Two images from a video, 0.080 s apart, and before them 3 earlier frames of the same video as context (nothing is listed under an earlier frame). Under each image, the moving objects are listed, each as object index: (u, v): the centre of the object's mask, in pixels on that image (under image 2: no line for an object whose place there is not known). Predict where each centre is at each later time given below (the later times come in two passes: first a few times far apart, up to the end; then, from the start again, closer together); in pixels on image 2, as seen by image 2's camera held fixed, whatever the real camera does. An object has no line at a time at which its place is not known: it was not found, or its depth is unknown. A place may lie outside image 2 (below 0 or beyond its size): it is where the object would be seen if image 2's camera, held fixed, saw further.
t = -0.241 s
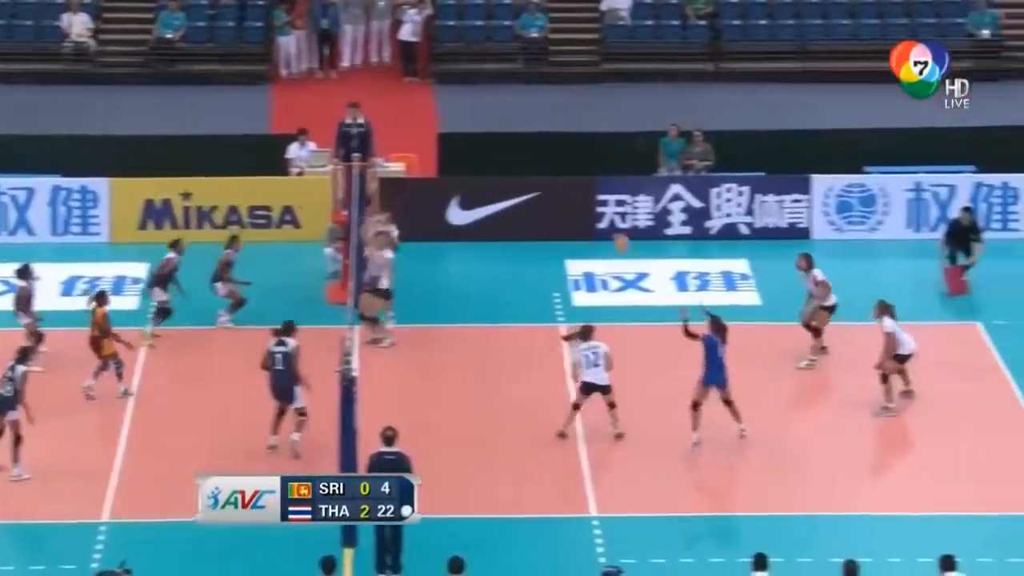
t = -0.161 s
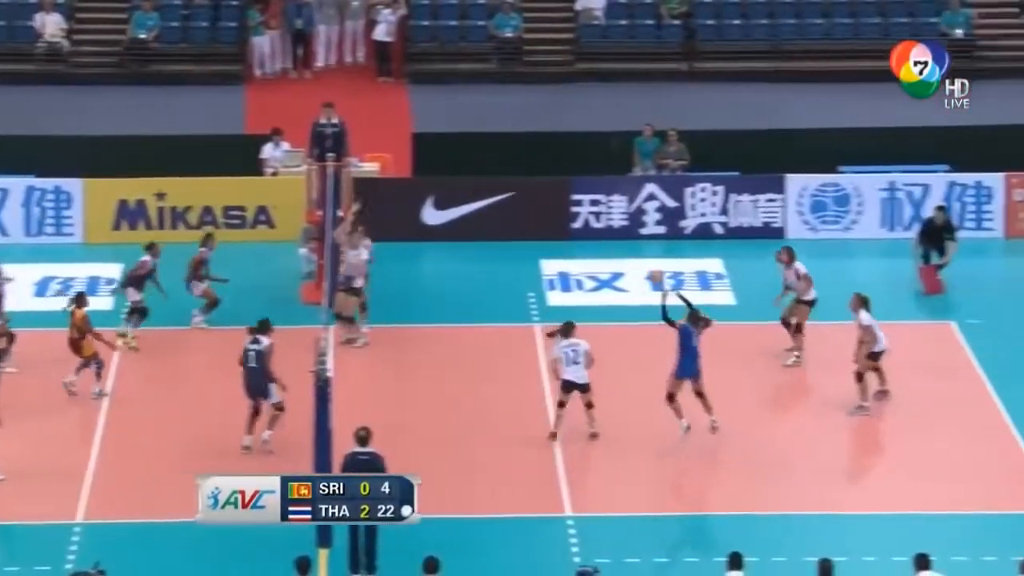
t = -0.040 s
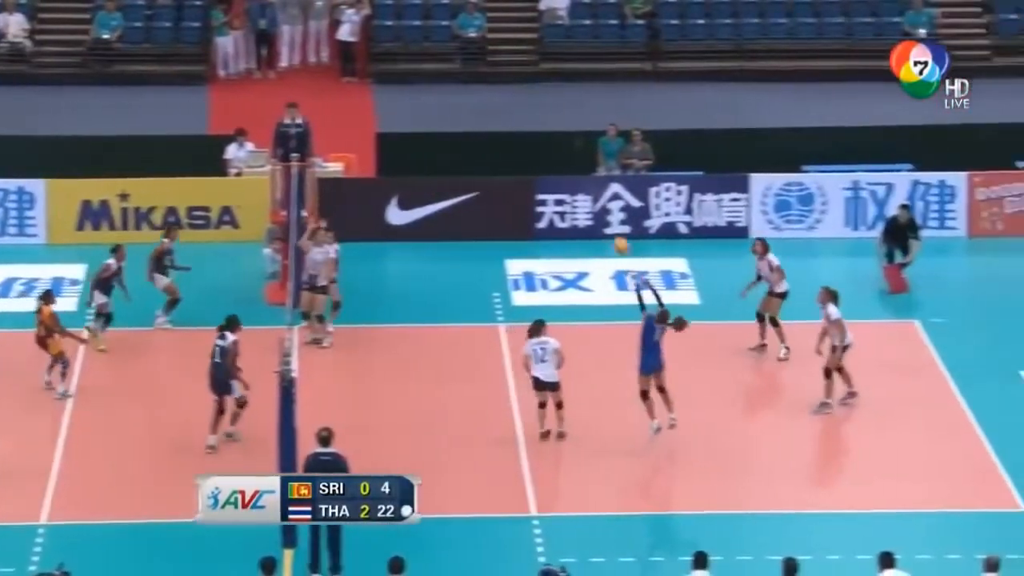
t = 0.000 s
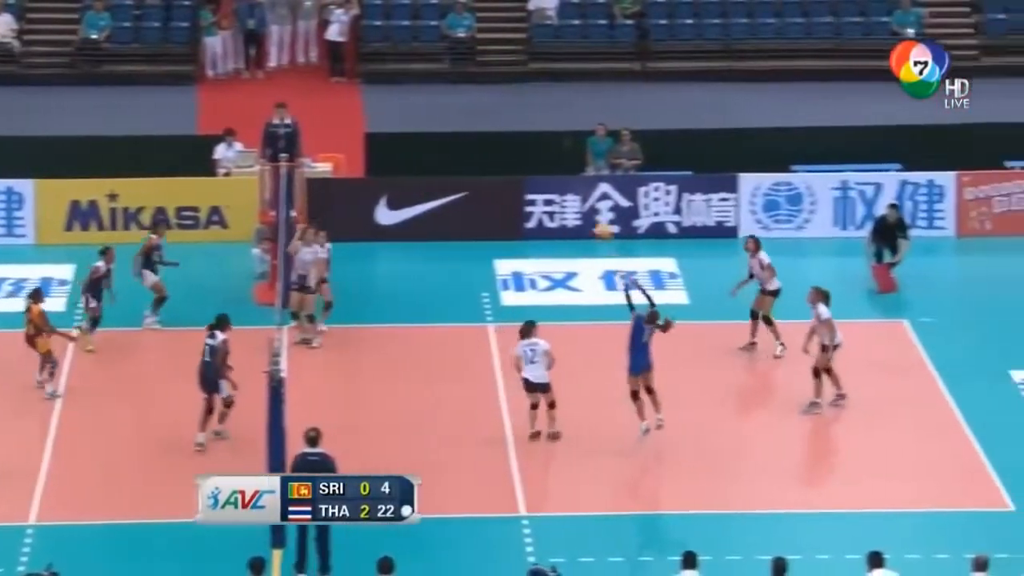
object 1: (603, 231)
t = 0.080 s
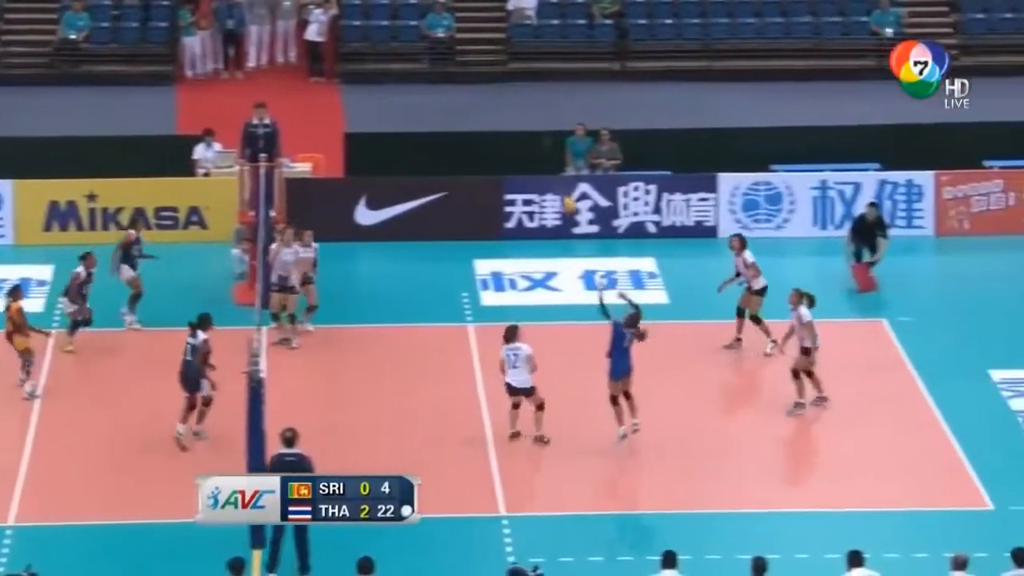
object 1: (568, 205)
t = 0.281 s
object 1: (533, 164)
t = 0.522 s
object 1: (487, 158)
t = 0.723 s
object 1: (455, 187)
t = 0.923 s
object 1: (426, 241)
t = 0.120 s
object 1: (561, 193)
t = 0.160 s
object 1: (554, 185)
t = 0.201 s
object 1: (547, 177)
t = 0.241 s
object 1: (540, 170)
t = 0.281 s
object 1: (533, 164)
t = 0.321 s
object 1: (527, 159)
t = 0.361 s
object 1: (520, 156)
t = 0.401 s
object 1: (513, 154)
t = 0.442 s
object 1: (507, 153)
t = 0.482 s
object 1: (501, 154)
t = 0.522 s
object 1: (487, 158)
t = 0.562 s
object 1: (480, 163)
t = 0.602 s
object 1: (474, 167)
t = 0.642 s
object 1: (468, 171)
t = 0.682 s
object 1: (461, 177)
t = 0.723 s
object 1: (455, 187)
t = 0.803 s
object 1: (443, 206)
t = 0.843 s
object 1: (437, 217)
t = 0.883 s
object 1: (432, 229)
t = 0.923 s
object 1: (426, 241)
